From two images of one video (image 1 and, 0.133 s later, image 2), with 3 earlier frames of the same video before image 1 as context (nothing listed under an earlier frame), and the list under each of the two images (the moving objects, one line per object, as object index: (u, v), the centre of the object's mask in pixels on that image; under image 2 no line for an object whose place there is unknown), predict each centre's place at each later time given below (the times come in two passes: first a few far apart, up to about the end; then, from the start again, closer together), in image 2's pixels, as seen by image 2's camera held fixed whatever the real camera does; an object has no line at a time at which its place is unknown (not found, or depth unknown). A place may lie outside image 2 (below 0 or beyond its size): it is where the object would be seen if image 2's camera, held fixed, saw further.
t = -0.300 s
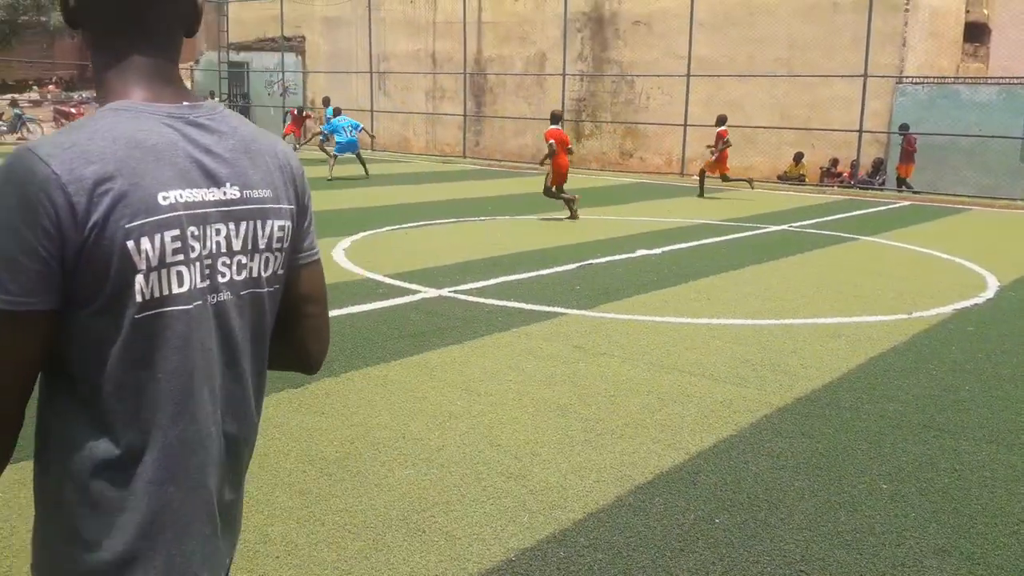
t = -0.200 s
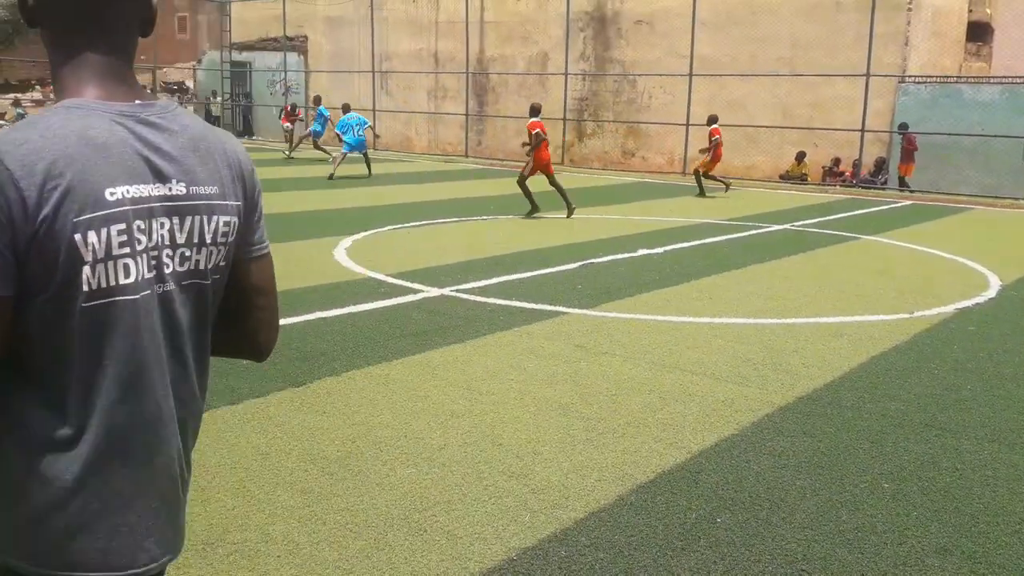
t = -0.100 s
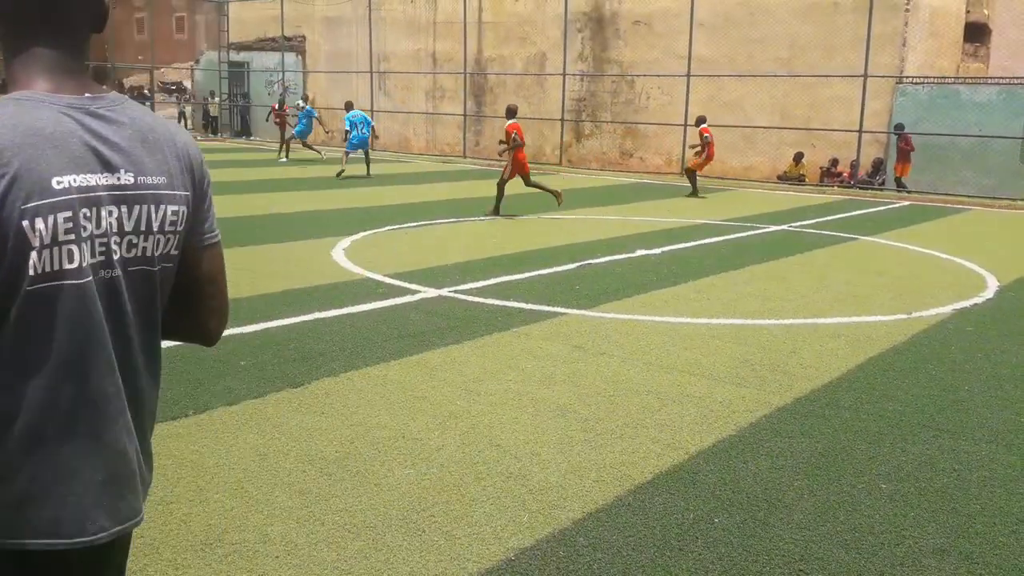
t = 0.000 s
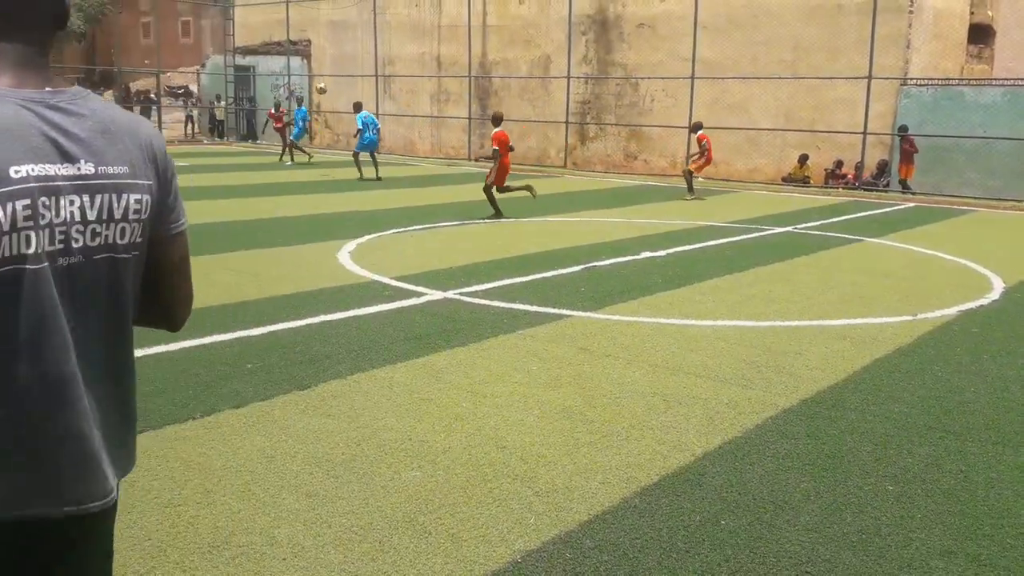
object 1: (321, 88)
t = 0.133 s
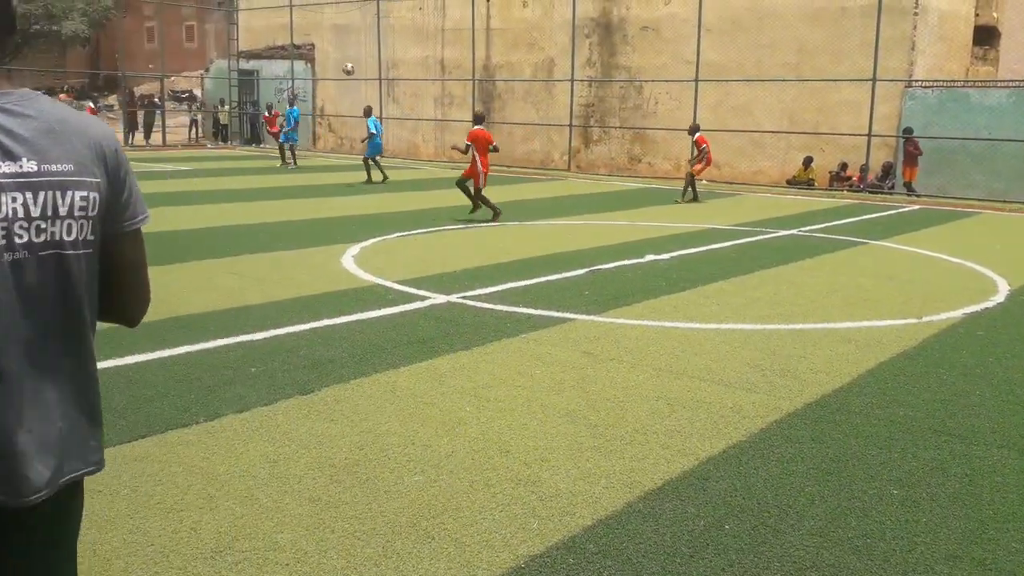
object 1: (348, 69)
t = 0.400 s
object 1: (408, 43)
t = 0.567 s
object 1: (458, 46)
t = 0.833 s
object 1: (568, 104)
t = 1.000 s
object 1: (666, 189)
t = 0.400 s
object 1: (408, 43)
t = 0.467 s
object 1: (426, 42)
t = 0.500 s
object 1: (436, 43)
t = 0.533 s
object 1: (447, 44)
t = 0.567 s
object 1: (458, 46)
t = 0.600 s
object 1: (469, 49)
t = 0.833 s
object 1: (568, 104)
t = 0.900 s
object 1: (603, 133)
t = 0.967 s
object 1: (644, 169)
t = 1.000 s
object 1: (666, 189)
